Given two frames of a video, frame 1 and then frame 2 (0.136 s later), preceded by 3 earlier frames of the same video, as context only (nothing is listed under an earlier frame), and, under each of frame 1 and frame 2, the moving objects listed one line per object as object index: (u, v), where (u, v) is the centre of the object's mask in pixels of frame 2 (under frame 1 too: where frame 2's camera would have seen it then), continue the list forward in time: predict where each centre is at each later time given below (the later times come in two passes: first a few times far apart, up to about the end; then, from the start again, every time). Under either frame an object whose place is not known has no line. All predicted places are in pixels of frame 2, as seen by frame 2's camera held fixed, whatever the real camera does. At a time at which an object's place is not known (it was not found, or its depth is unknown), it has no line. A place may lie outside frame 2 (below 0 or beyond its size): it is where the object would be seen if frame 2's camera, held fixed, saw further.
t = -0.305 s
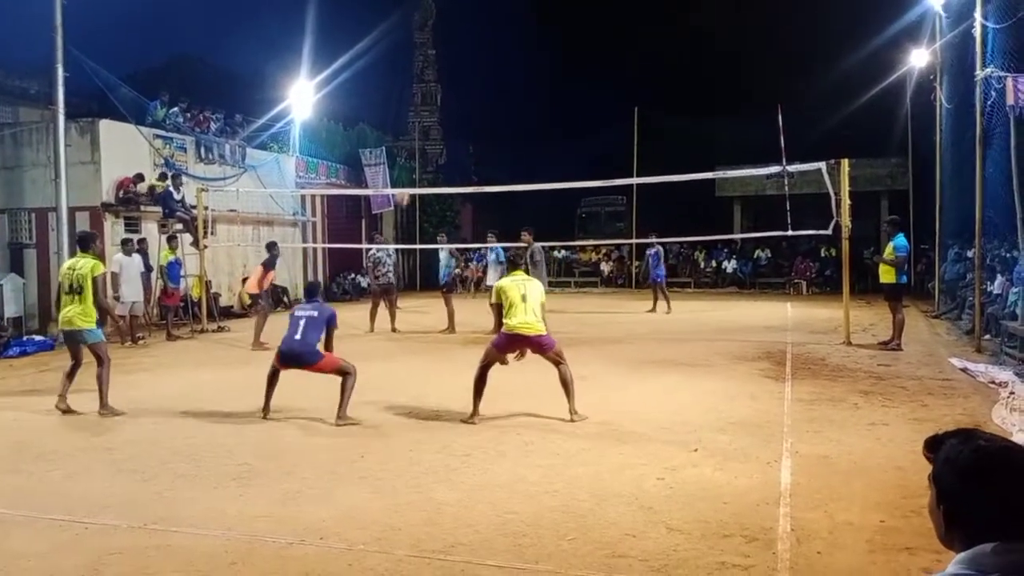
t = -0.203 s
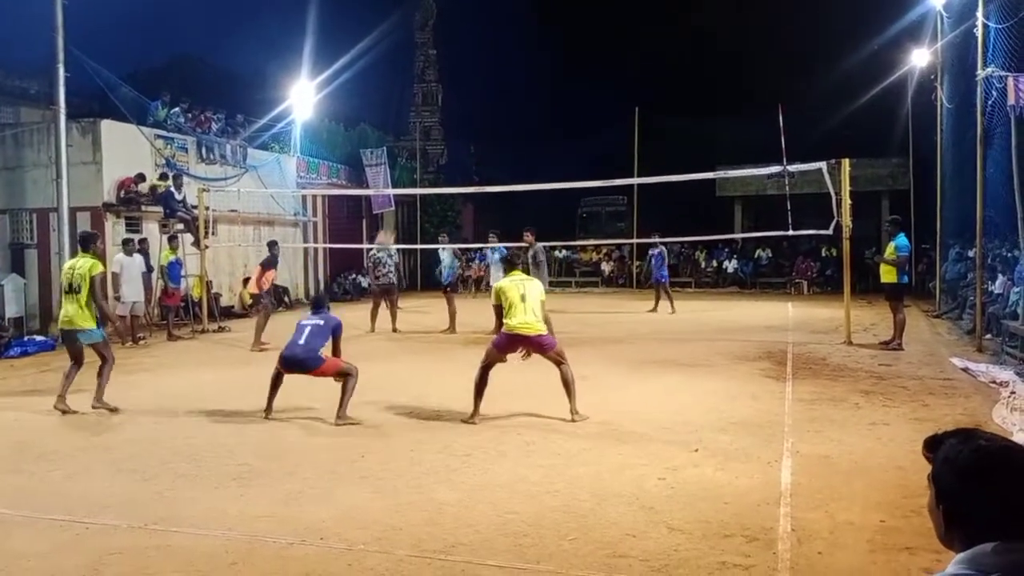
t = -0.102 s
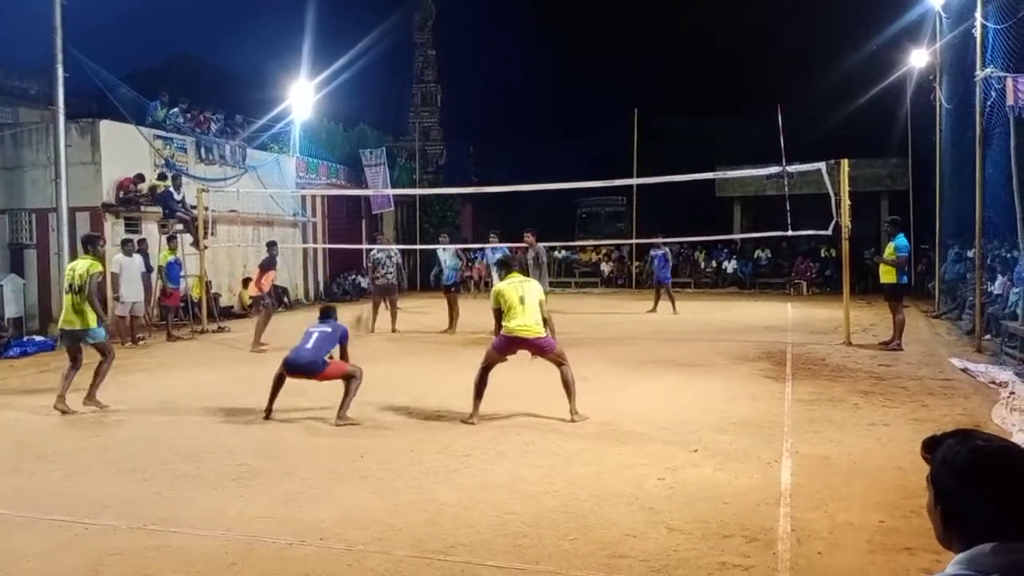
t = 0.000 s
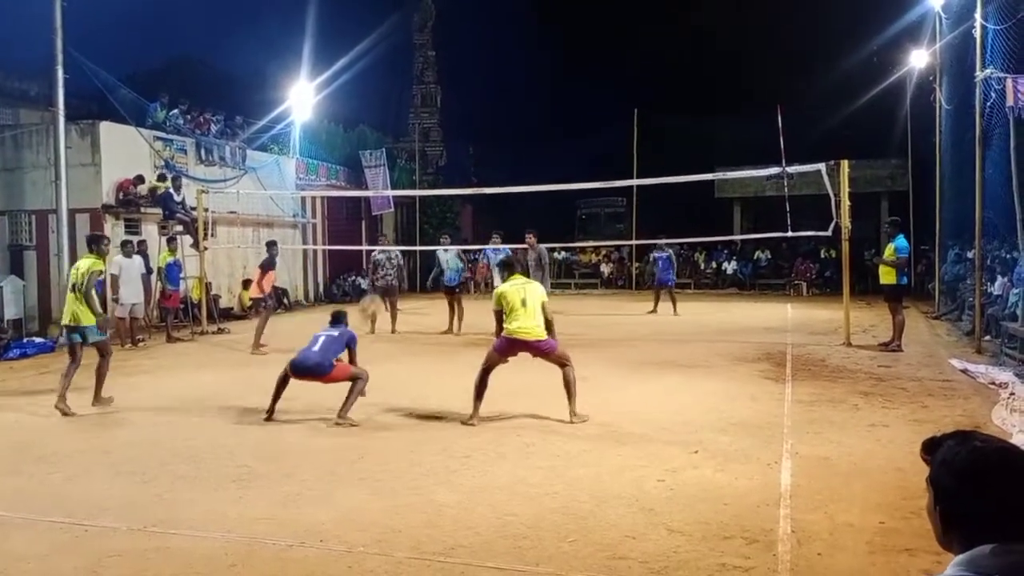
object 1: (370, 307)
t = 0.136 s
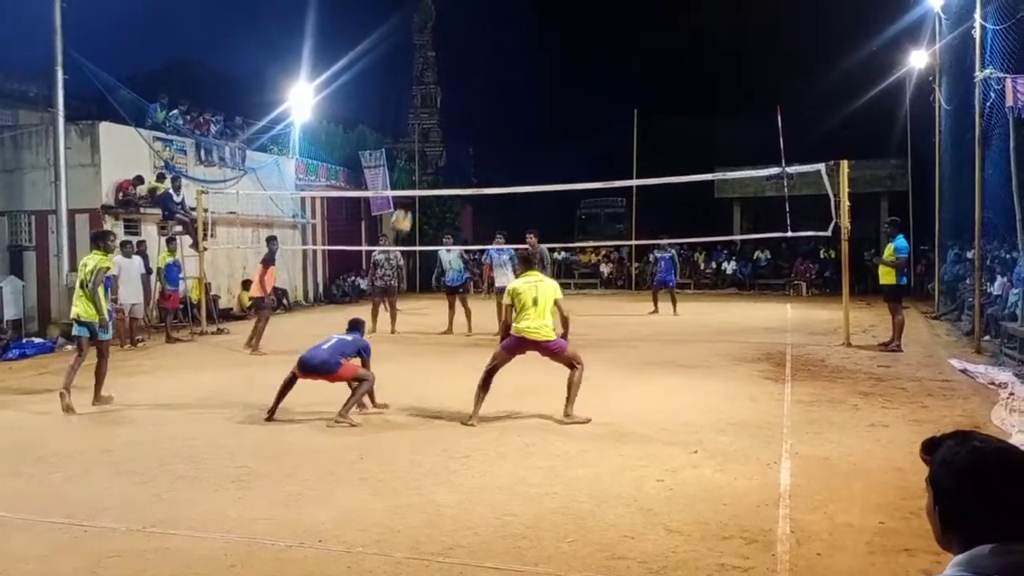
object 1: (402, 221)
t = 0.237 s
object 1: (423, 176)
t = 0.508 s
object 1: (471, 110)
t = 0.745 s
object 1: (504, 104)
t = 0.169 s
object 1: (409, 206)
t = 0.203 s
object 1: (416, 188)
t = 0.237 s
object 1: (423, 176)
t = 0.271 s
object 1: (430, 162)
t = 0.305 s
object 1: (436, 152)
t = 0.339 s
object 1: (442, 141)
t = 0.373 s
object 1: (447, 133)
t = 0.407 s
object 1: (454, 126)
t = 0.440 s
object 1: (459, 119)
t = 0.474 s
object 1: (465, 114)
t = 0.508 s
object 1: (471, 110)
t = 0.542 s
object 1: (476, 106)
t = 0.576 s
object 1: (481, 103)
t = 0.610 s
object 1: (486, 102)
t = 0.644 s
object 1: (491, 102)
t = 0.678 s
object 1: (496, 101)
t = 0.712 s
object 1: (500, 103)
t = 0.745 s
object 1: (504, 104)
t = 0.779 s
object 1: (509, 107)
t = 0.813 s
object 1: (513, 110)
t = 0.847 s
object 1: (517, 114)
